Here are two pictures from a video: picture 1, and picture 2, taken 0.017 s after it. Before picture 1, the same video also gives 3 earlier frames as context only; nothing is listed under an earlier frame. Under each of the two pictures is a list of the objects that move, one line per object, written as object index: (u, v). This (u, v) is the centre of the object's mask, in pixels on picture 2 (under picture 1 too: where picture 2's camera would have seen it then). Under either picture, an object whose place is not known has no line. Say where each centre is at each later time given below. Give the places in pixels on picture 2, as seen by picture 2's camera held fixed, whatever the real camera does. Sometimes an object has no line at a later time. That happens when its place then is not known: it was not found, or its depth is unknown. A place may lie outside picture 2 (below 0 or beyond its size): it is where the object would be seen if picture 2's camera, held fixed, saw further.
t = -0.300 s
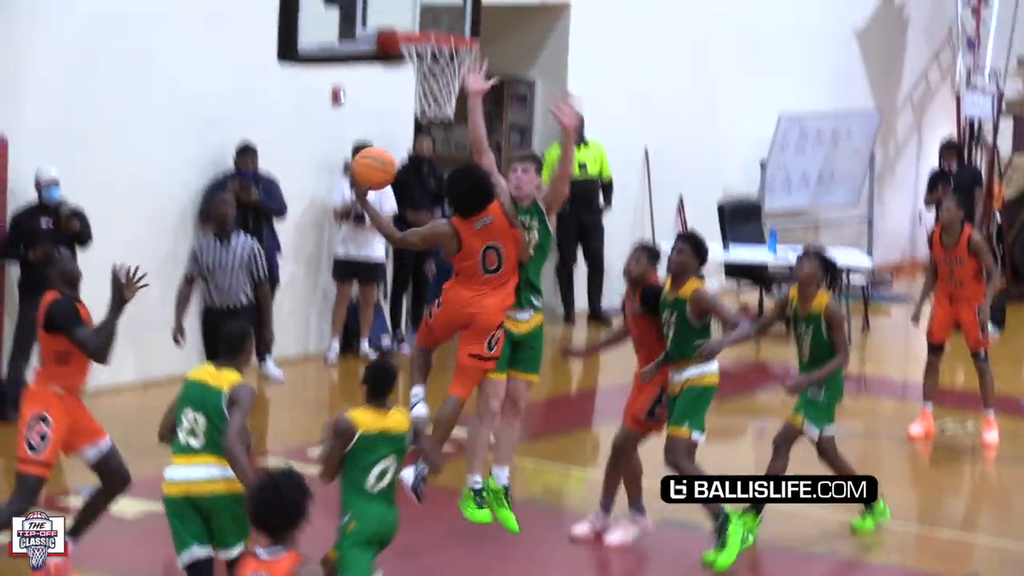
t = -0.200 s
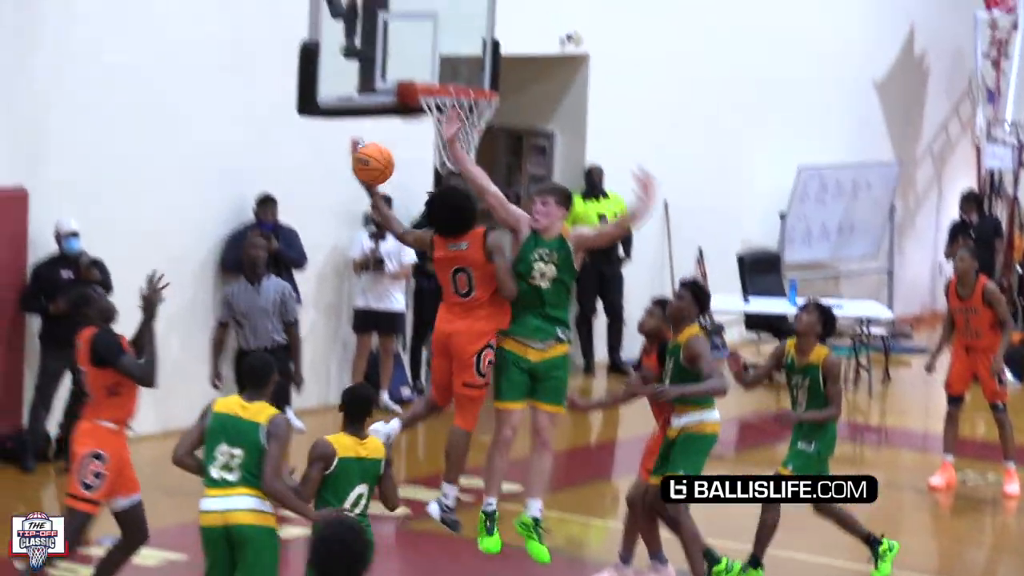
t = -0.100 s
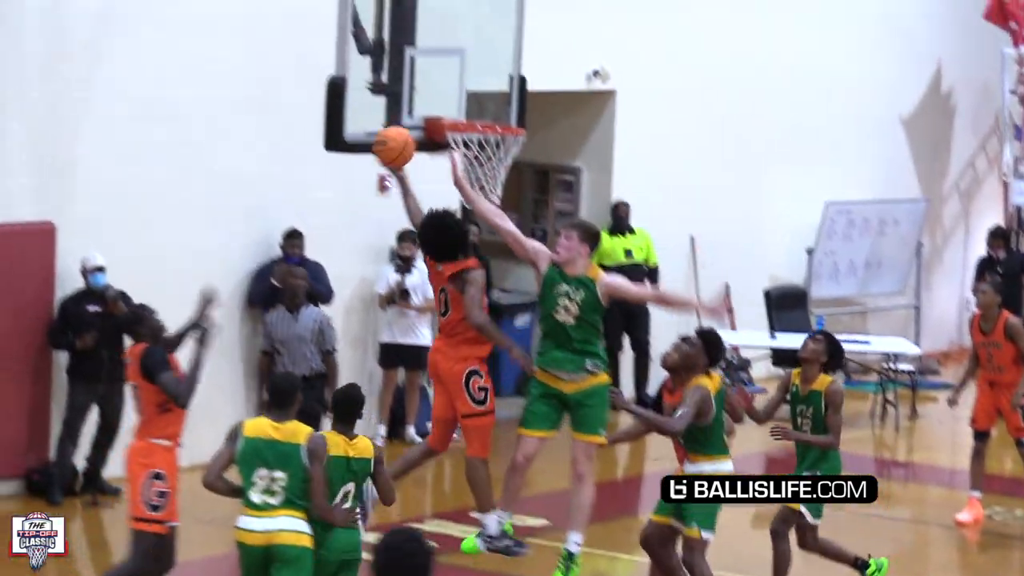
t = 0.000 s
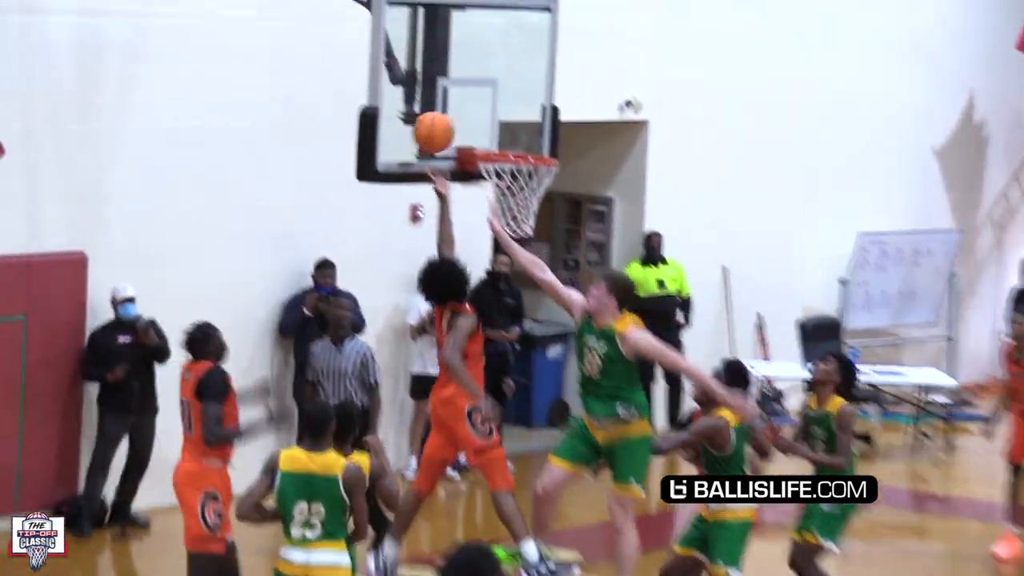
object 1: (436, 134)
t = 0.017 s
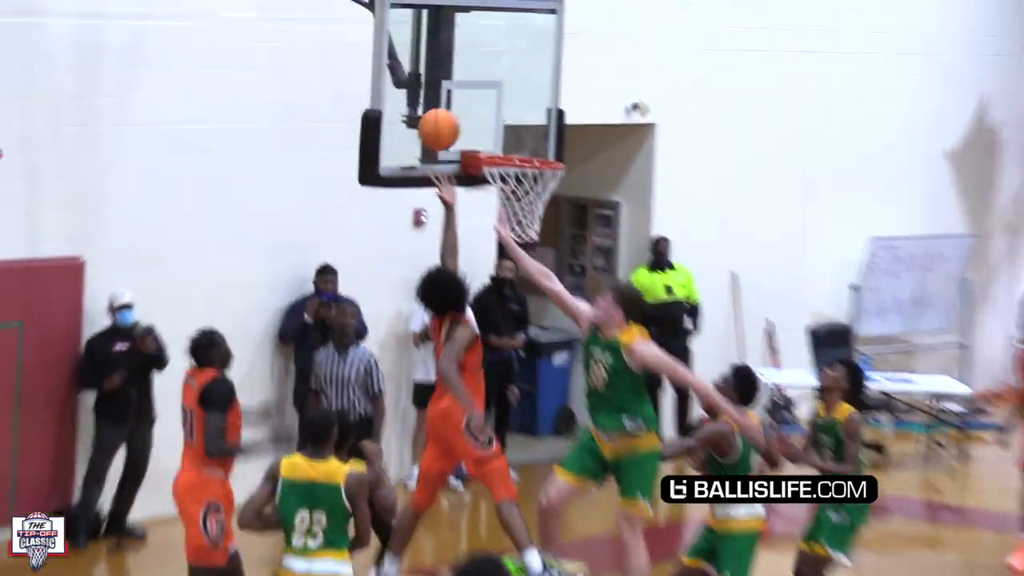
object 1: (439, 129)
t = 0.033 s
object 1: (440, 124)
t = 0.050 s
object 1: (442, 119)
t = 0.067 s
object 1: (444, 114)
